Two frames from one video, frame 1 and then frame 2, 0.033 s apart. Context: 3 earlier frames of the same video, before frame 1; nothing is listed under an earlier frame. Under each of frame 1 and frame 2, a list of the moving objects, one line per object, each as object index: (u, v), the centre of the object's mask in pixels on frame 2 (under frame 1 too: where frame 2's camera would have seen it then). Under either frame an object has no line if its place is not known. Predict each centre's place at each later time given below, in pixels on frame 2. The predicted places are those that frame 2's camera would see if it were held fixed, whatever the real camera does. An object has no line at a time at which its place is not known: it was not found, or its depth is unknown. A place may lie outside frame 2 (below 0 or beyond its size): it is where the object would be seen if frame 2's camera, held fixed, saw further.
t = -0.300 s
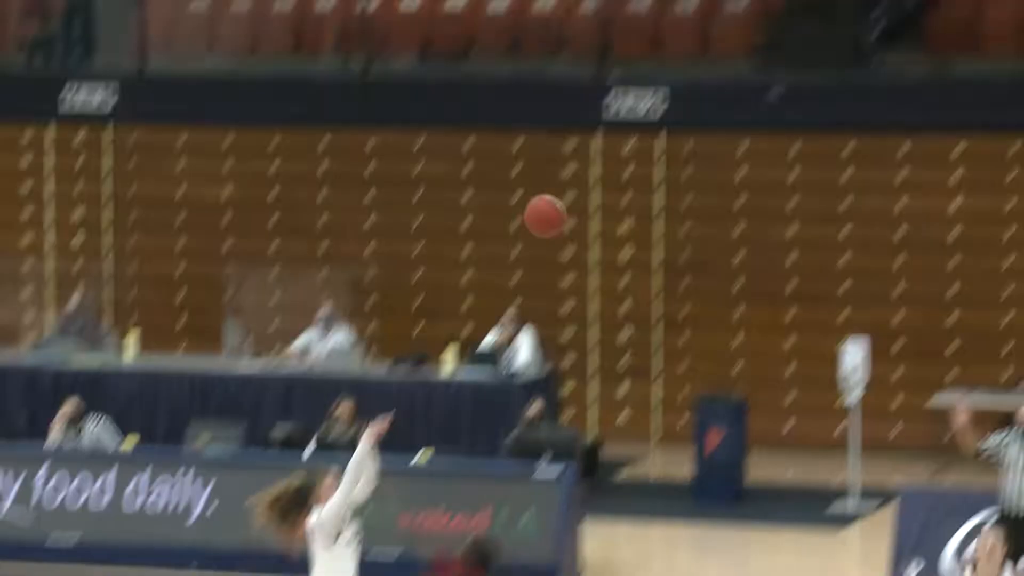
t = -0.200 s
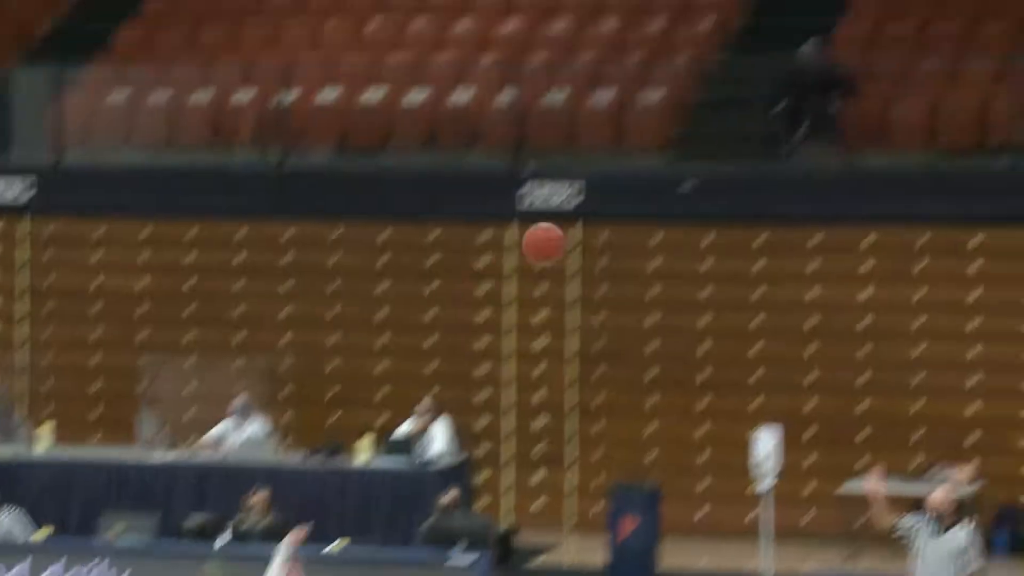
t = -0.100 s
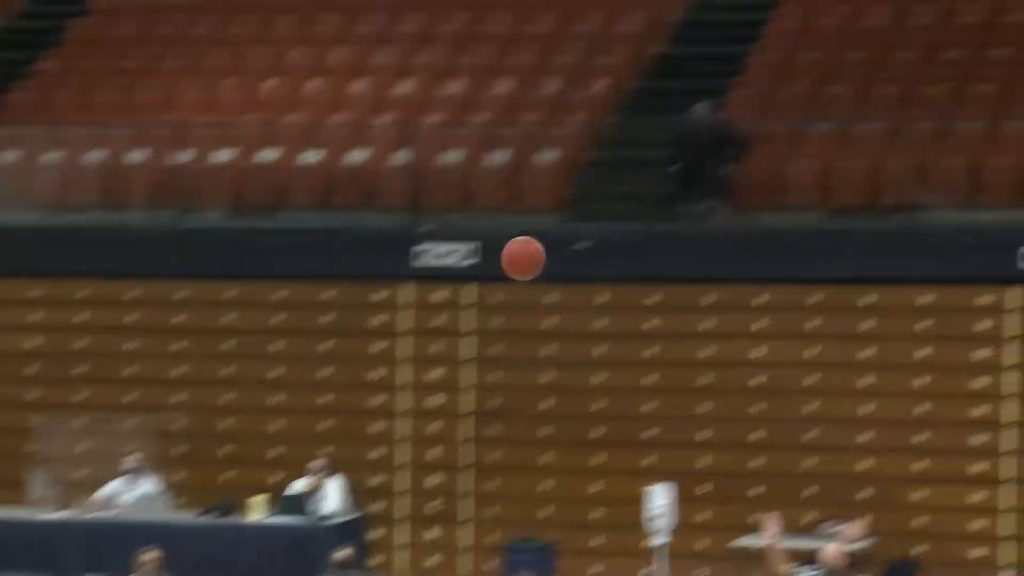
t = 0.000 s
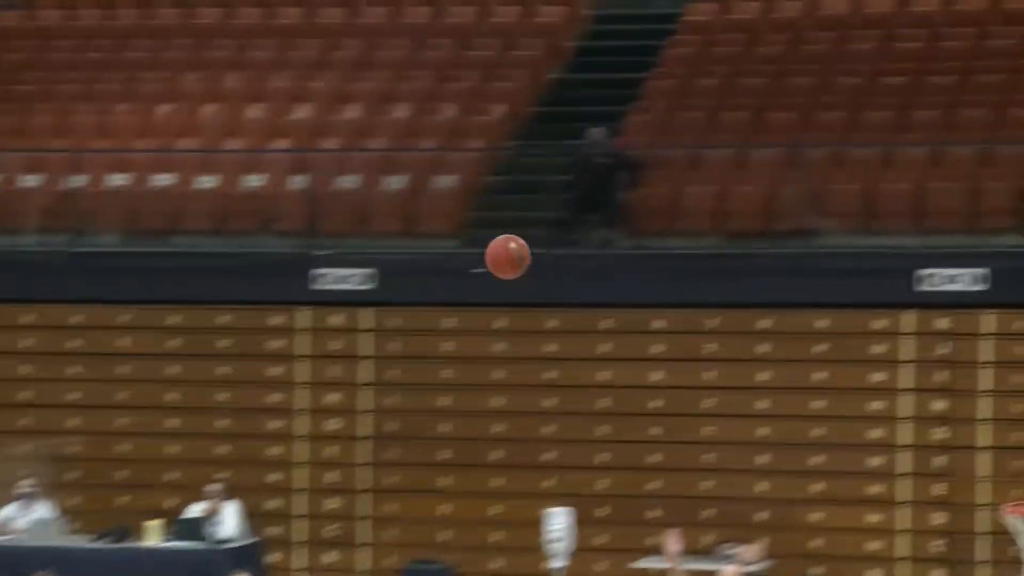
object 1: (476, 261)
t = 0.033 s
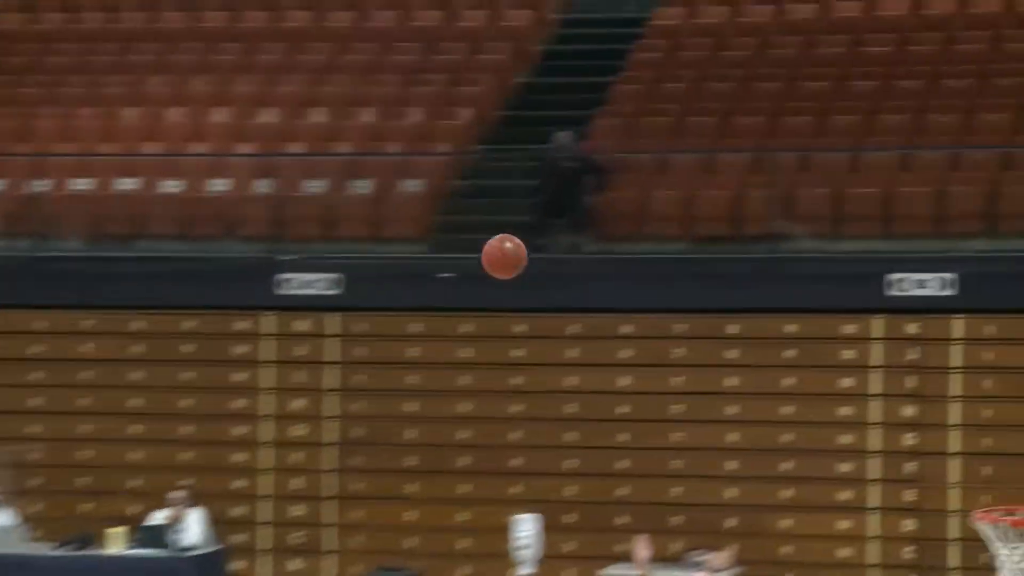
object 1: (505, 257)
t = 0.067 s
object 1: (534, 254)
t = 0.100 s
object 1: (564, 253)
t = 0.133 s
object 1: (595, 255)
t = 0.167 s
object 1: (626, 258)
